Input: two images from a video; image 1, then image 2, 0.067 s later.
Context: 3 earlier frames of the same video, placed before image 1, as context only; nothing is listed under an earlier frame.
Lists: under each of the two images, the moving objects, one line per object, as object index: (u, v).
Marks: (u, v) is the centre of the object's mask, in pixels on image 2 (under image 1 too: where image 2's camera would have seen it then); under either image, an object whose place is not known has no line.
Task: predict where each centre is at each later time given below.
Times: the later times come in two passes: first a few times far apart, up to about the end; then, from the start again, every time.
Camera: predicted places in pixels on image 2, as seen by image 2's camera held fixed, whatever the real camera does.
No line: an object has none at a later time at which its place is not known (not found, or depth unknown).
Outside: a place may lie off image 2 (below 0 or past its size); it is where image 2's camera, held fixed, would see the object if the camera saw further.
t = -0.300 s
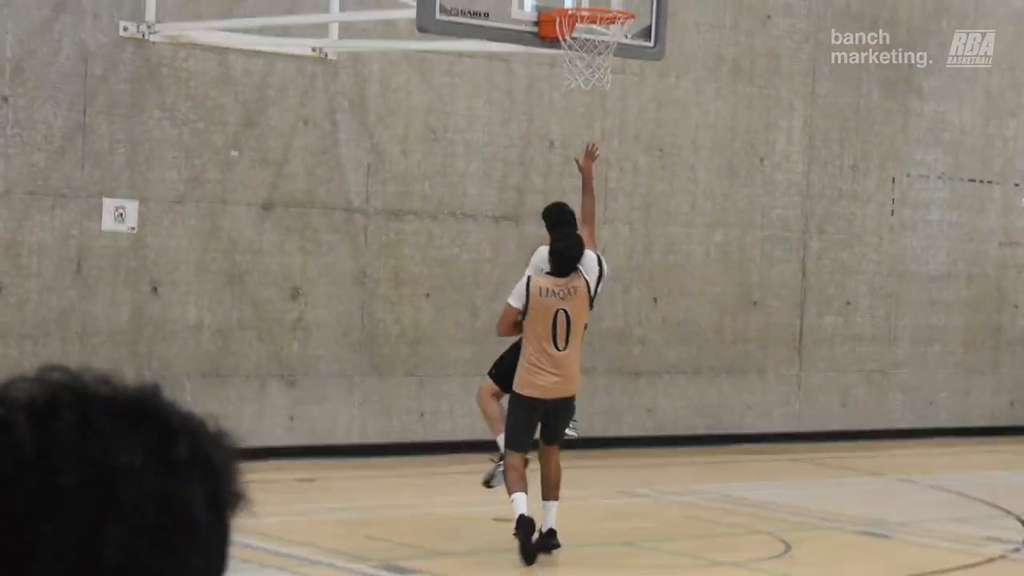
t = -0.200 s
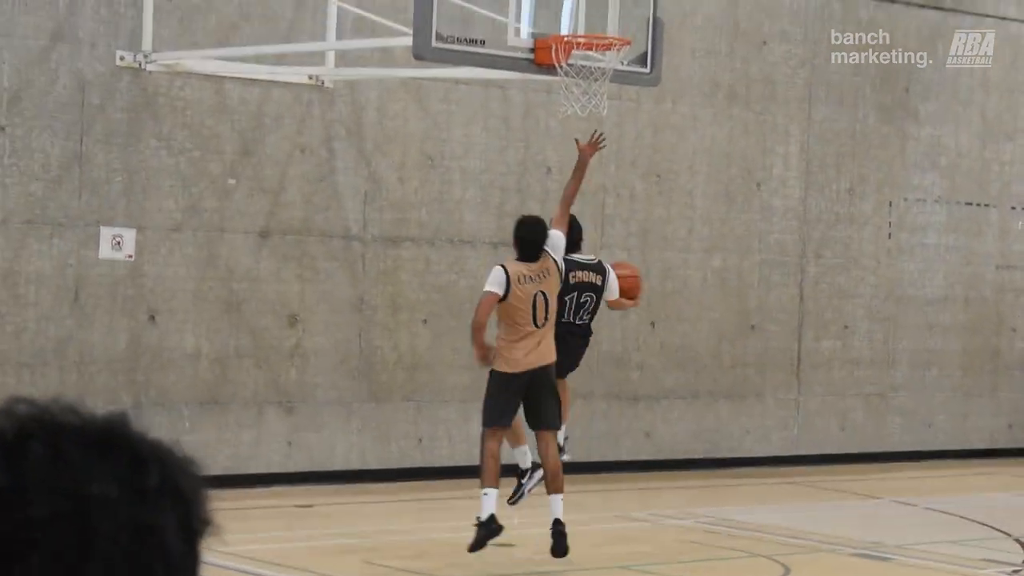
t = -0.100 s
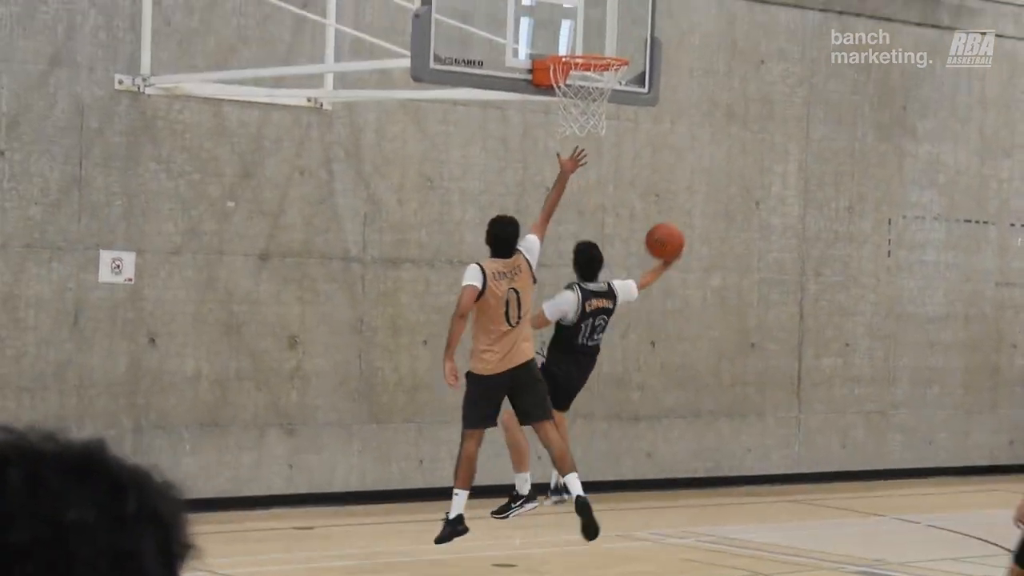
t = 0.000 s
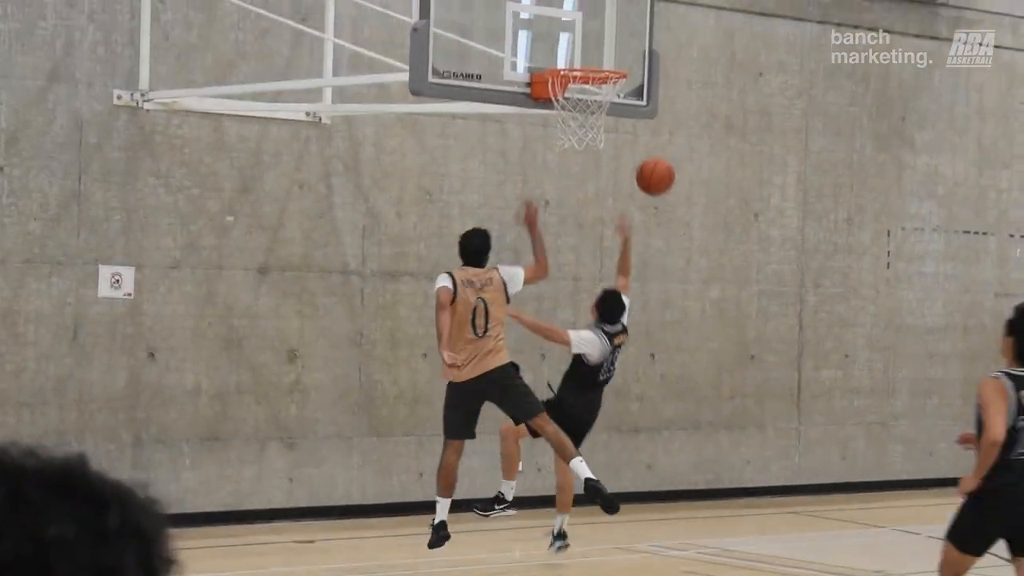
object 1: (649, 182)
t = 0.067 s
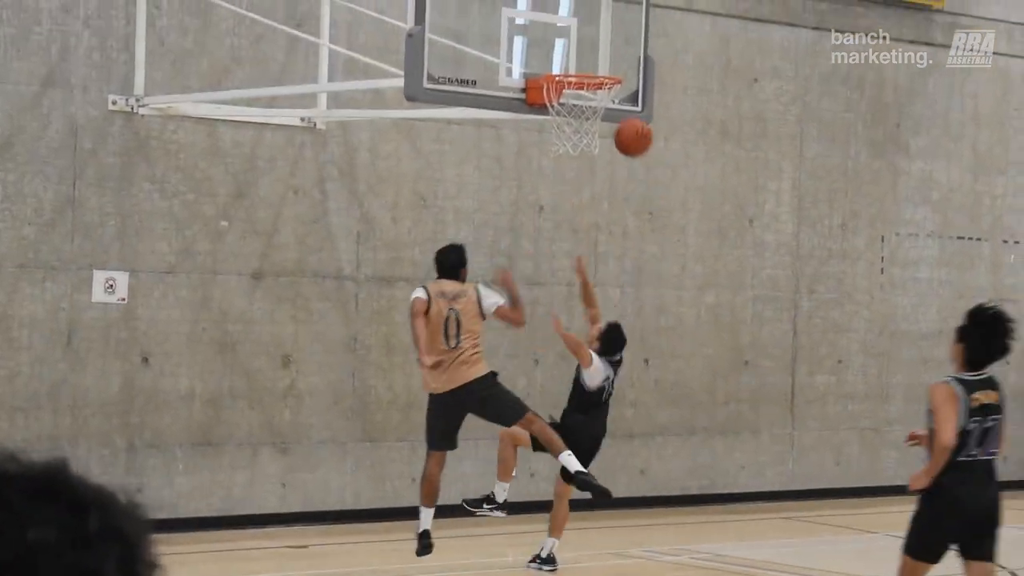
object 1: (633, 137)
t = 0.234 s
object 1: (591, 55)
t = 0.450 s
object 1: (589, 43)
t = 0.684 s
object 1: (611, 46)
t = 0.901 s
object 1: (640, 86)
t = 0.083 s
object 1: (629, 128)
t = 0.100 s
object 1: (625, 117)
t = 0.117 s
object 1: (622, 109)
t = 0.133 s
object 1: (622, 102)
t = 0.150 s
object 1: (621, 96)
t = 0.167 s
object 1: (614, 76)
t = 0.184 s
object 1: (605, 67)
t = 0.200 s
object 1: (601, 62)
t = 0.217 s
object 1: (596, 59)
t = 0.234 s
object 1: (591, 55)
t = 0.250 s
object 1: (587, 49)
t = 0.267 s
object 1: (585, 45)
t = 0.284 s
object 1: (585, 43)
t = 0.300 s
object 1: (586, 40)
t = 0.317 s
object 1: (586, 39)
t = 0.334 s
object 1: (587, 38)
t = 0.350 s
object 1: (587, 38)
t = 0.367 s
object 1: (587, 37)
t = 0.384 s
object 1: (588, 38)
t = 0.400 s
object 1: (588, 38)
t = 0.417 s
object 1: (588, 39)
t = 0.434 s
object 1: (588, 41)
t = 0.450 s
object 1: (589, 43)
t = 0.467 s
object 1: (589, 46)
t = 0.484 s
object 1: (589, 49)
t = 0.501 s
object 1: (589, 52)
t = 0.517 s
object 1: (589, 55)
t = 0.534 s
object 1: (589, 57)
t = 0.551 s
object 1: (592, 56)
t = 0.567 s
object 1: (594, 54)
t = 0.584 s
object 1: (597, 52)
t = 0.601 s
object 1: (599, 50)
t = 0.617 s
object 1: (601, 48)
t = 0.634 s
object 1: (604, 47)
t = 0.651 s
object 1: (606, 46)
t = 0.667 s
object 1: (609, 46)
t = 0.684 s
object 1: (611, 46)
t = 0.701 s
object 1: (613, 46)
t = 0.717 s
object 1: (616, 47)
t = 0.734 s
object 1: (618, 48)
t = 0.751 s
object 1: (620, 50)
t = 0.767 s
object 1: (622, 53)
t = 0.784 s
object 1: (625, 55)
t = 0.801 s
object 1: (627, 58)
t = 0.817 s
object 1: (629, 61)
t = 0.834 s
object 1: (632, 65)
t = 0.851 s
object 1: (634, 70)
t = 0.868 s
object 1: (637, 75)
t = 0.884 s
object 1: (638, 81)
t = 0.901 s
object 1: (640, 86)
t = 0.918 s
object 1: (643, 93)
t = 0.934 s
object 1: (645, 99)
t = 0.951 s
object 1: (647, 106)
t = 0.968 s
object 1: (649, 115)
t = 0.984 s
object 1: (651, 123)
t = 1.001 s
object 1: (653, 131)
